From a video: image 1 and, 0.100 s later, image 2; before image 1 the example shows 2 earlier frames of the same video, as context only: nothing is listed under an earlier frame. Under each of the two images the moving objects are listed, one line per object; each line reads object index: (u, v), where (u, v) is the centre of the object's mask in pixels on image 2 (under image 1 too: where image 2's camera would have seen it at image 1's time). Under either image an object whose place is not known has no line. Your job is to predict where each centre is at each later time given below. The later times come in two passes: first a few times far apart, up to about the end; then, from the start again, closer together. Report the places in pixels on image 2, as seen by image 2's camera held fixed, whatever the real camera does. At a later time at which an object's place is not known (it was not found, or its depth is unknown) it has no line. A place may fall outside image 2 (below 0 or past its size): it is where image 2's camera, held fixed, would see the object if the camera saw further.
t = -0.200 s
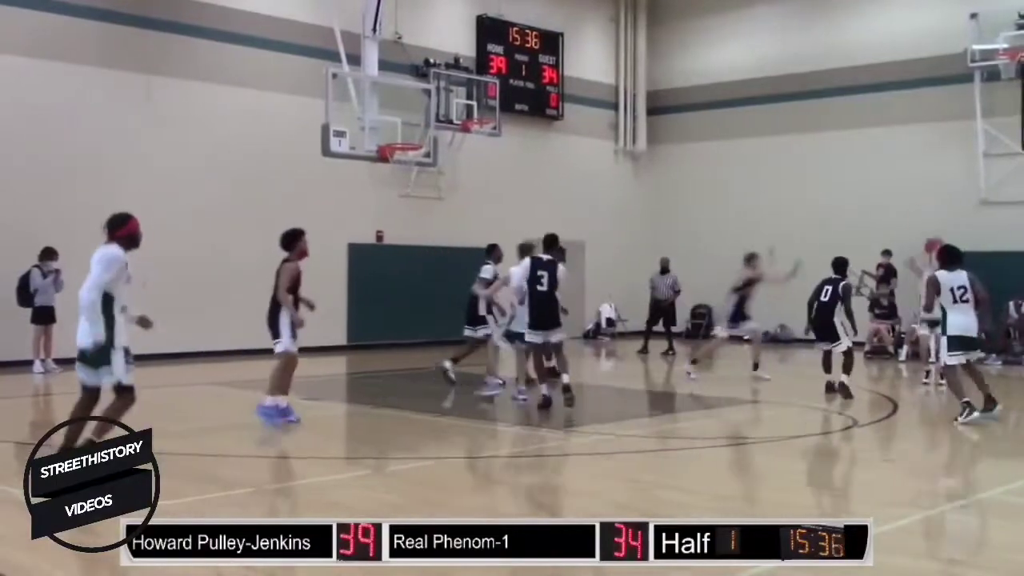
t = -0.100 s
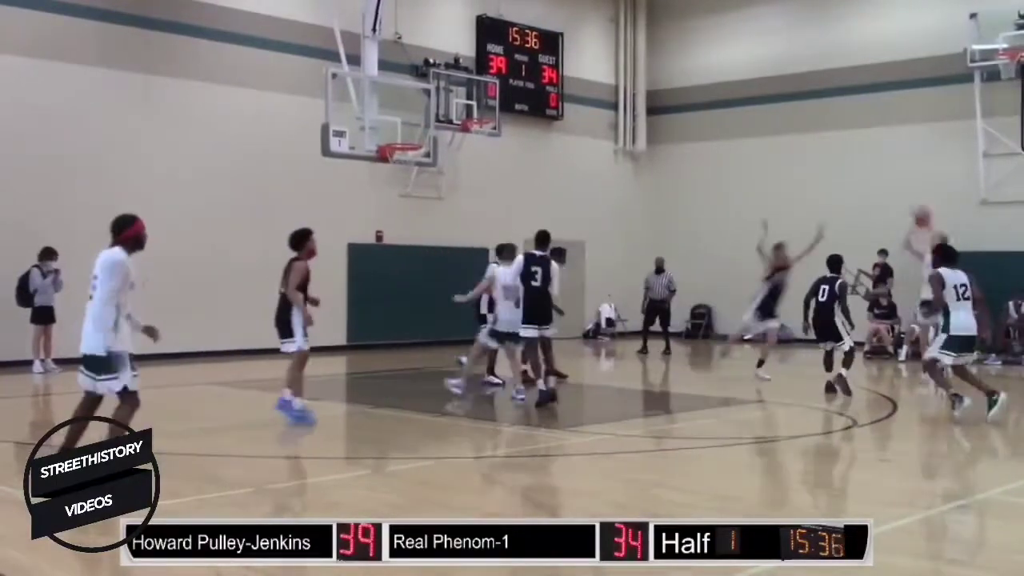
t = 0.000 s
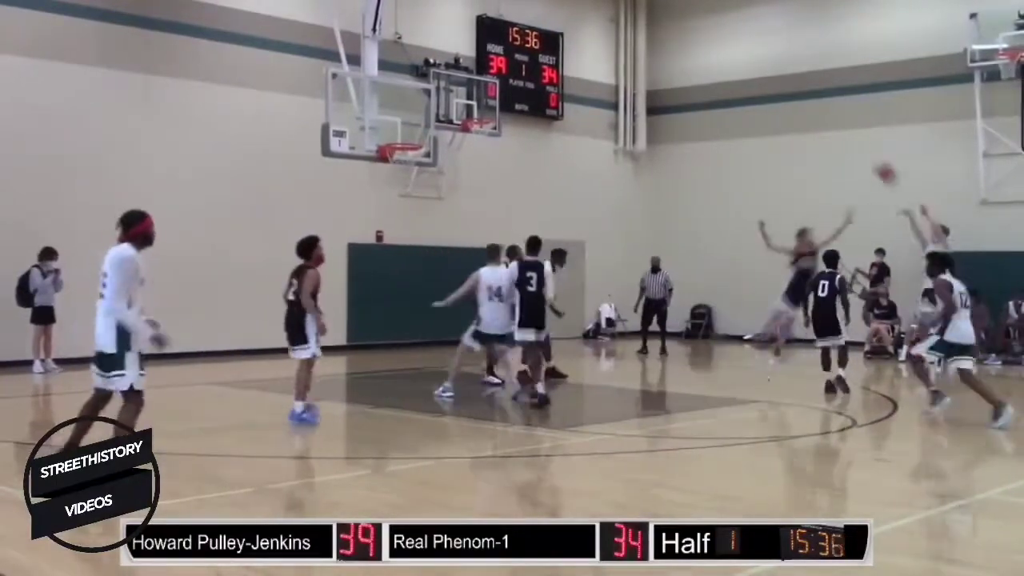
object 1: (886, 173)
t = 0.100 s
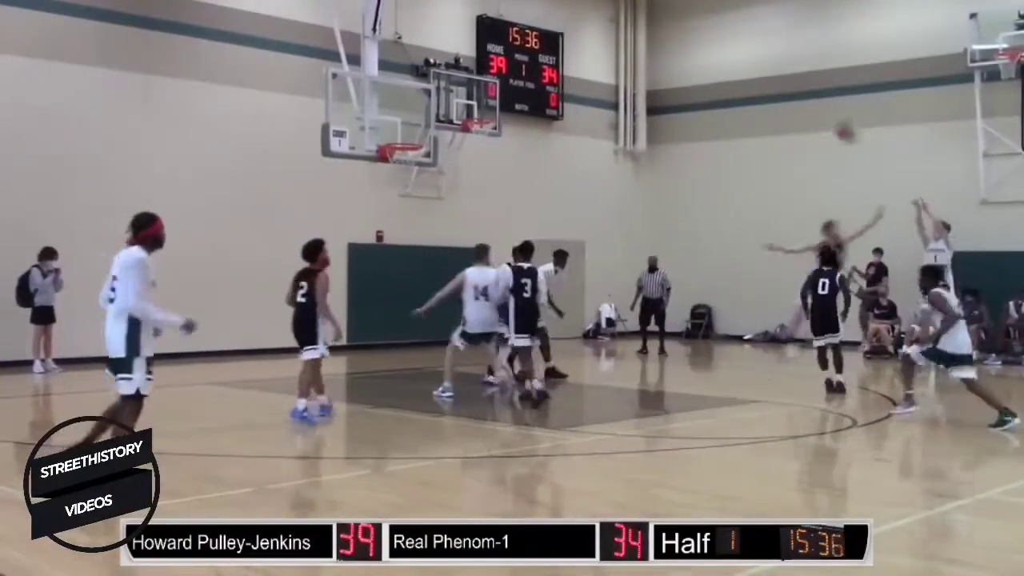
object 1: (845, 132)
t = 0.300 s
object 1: (762, 72)
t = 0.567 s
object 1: (652, 35)
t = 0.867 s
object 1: (524, 56)
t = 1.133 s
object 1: (412, 135)
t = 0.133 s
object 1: (831, 121)
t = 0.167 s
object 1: (818, 110)
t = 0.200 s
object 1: (805, 99)
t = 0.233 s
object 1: (790, 88)
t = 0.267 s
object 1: (777, 81)
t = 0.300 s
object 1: (762, 72)
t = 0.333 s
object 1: (748, 65)
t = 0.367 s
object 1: (734, 58)
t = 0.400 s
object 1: (721, 51)
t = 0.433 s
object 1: (707, 47)
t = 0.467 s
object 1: (693, 43)
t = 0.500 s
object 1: (679, 40)
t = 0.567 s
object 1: (652, 35)
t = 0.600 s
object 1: (637, 34)
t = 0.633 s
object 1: (622, 33)
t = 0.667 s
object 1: (608, 35)
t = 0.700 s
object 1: (594, 37)
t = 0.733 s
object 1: (579, 39)
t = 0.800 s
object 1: (552, 43)
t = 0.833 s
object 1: (539, 49)
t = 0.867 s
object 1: (524, 56)
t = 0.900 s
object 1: (512, 60)
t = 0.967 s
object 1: (481, 78)
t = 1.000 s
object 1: (468, 88)
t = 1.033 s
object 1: (453, 98)
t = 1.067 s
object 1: (440, 109)
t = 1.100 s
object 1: (427, 122)
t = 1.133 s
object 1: (412, 135)
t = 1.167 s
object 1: (401, 145)
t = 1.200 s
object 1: (389, 155)
